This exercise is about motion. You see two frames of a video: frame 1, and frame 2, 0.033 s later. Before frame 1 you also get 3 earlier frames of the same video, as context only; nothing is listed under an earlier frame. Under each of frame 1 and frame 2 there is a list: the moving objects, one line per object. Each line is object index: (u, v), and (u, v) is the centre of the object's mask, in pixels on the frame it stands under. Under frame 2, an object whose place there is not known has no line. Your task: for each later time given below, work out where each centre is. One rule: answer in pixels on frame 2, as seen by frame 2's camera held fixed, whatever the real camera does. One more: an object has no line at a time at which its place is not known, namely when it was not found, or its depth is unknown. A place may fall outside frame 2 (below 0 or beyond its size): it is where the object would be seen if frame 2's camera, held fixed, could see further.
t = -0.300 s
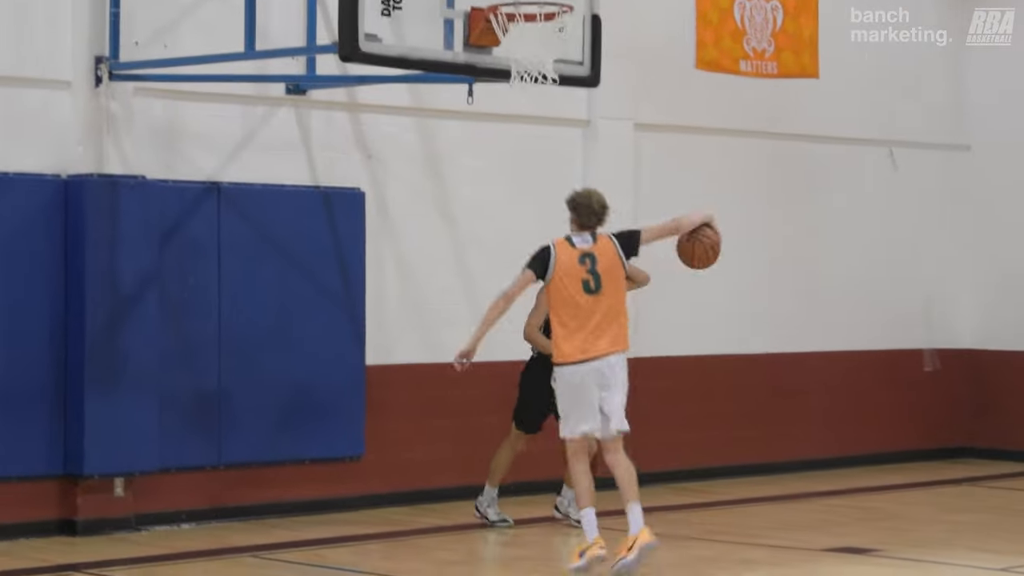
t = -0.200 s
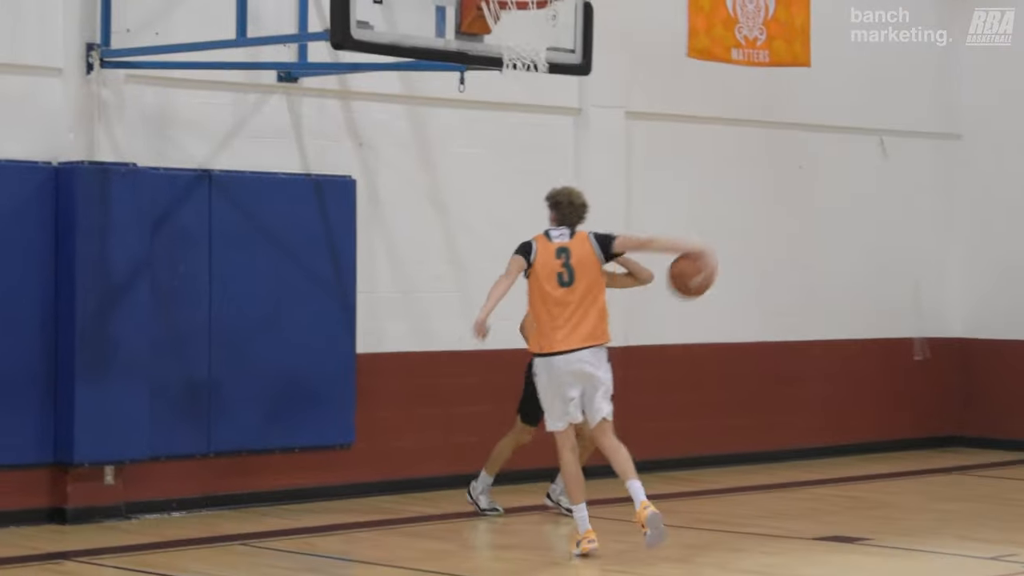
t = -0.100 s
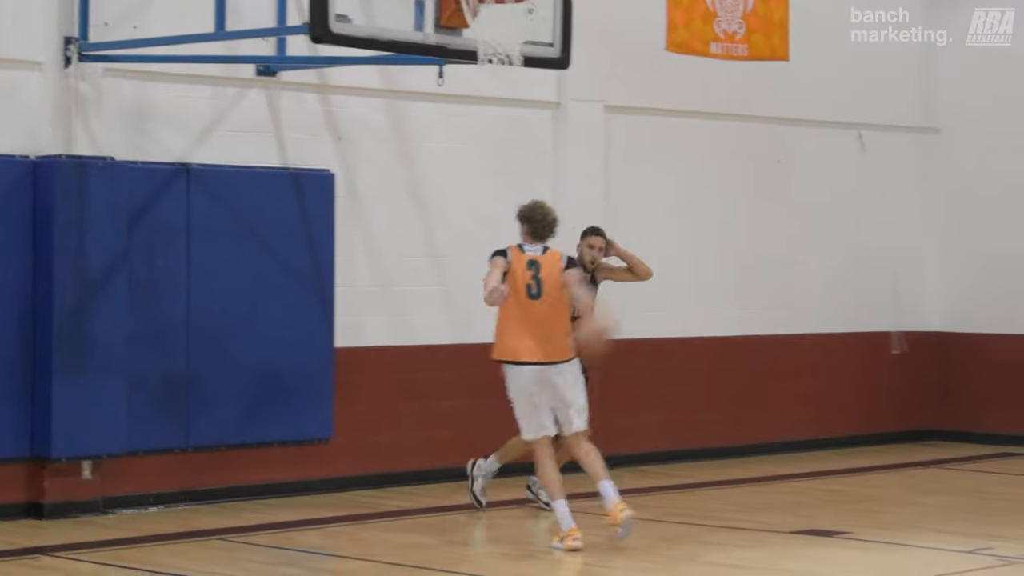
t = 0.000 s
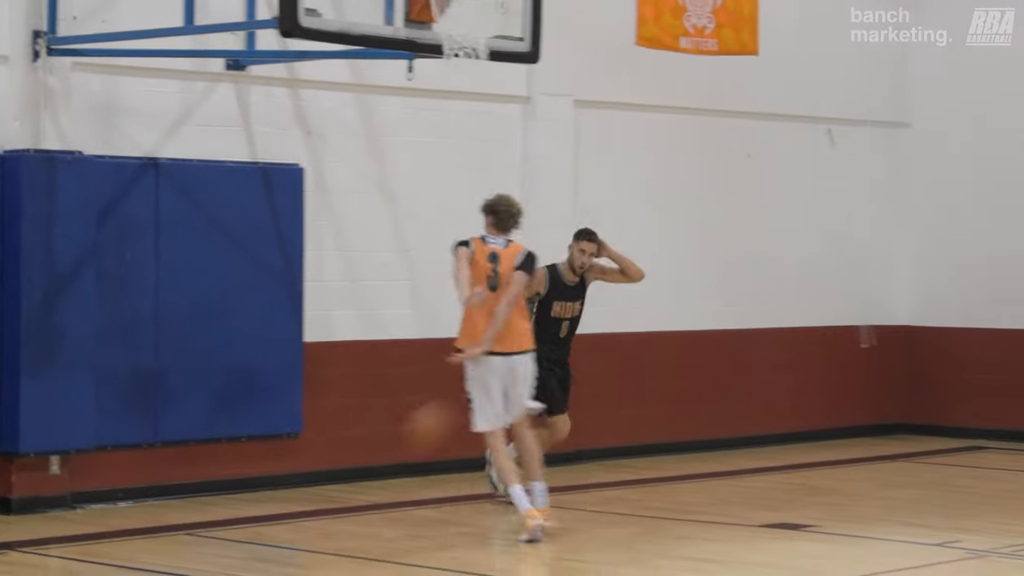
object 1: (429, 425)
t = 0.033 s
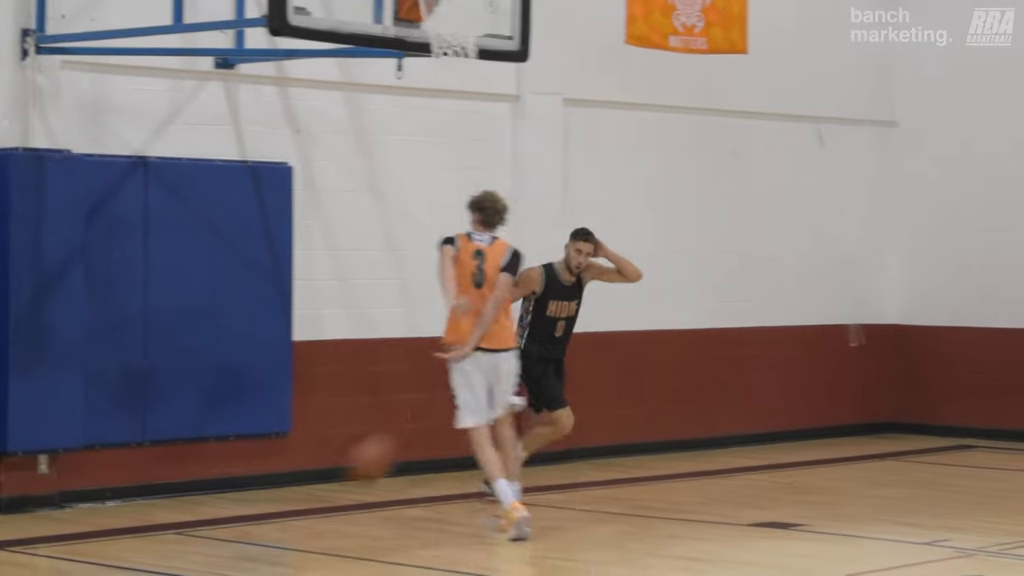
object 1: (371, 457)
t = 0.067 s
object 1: (328, 491)
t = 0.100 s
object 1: (294, 495)
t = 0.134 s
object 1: (277, 463)
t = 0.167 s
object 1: (257, 430)
